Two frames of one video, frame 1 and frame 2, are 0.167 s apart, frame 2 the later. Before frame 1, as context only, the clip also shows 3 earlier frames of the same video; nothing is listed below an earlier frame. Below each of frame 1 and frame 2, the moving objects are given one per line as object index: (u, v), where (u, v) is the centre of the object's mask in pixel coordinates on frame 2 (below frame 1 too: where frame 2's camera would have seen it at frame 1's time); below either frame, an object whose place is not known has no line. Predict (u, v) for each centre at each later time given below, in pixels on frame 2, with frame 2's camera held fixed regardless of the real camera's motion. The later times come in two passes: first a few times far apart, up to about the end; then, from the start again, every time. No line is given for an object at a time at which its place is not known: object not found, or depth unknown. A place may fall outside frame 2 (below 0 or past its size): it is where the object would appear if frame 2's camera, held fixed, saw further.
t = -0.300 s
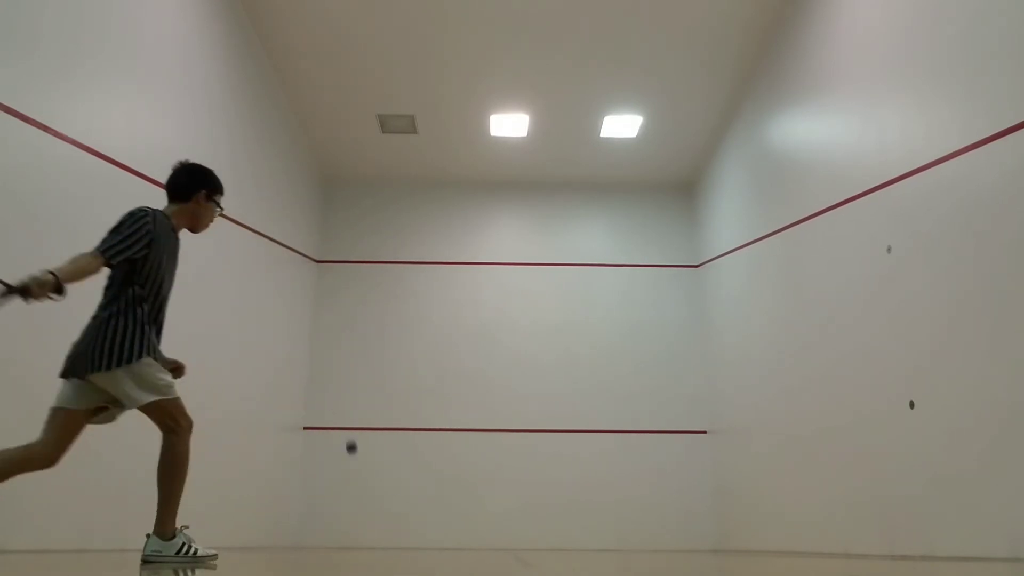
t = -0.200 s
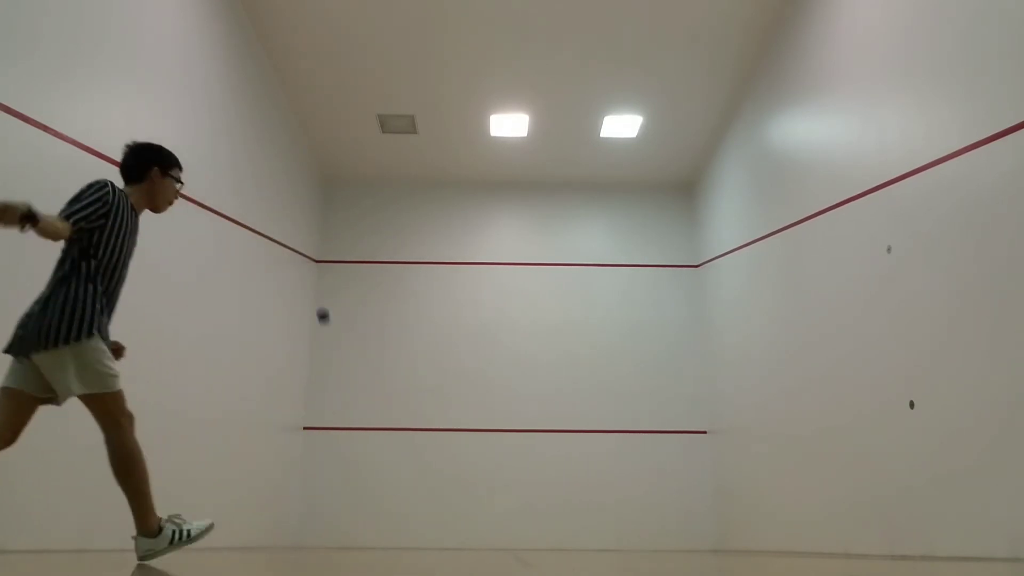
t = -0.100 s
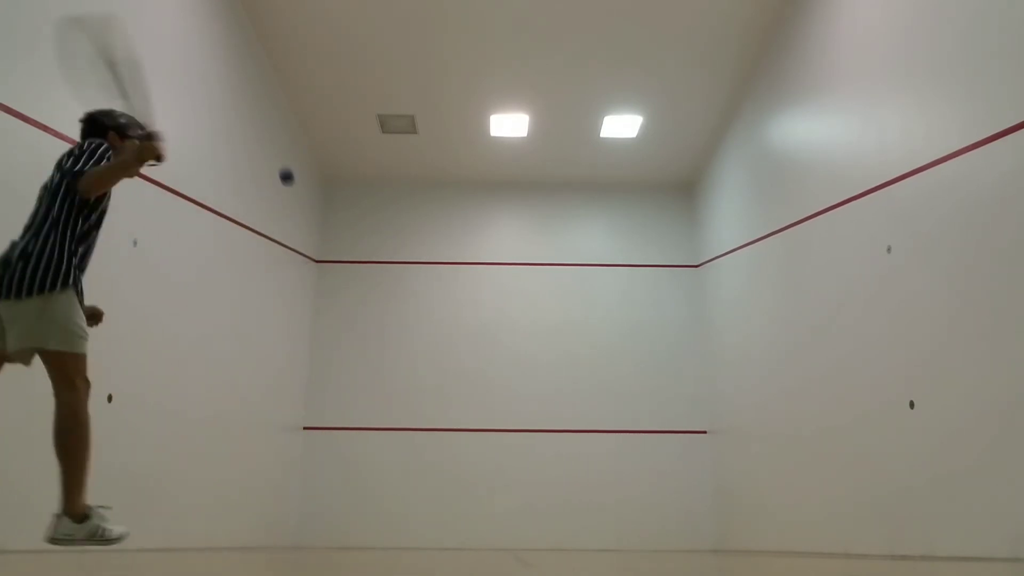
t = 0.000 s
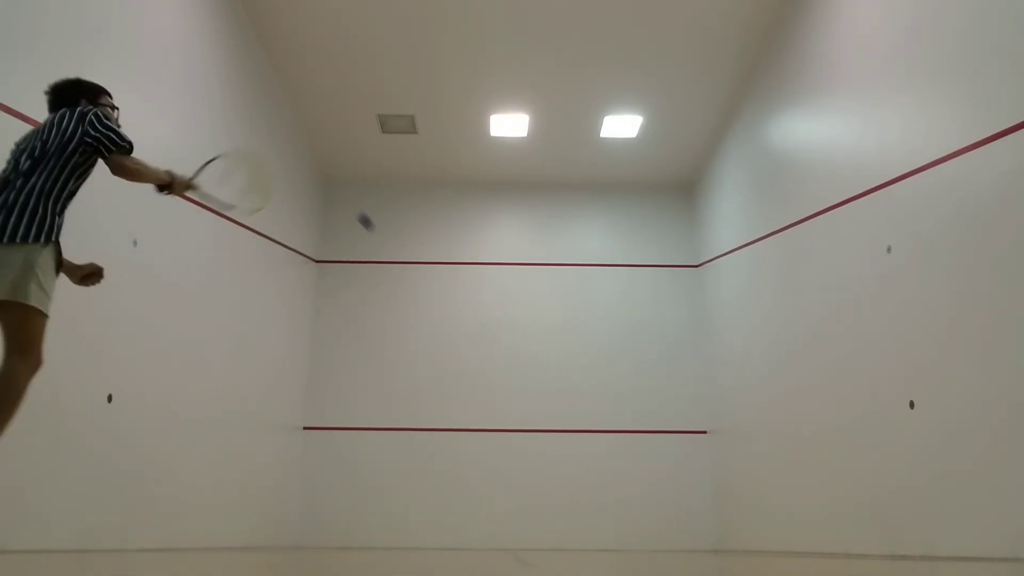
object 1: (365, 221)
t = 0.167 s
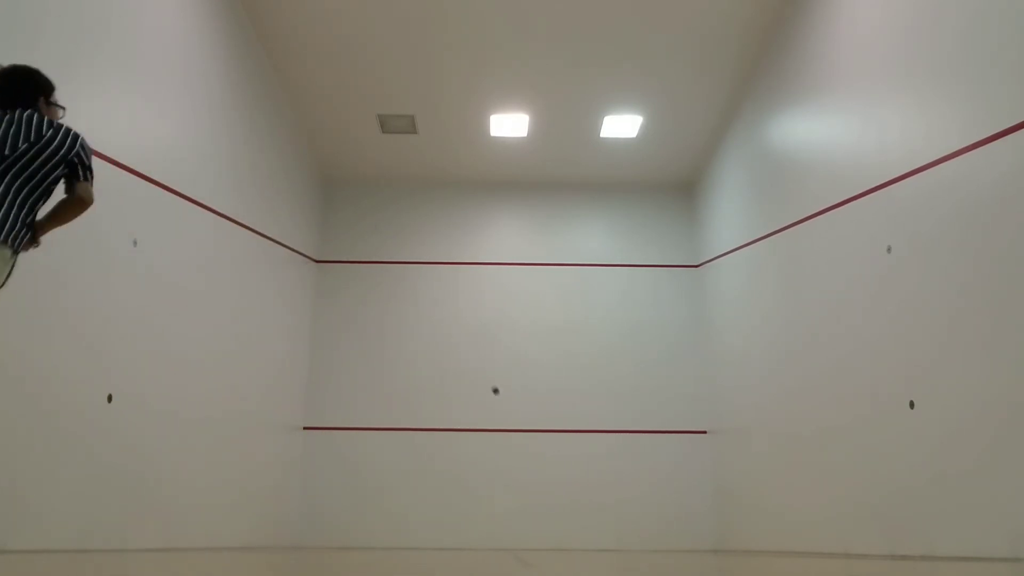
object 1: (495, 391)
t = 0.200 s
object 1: (510, 412)
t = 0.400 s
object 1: (567, 516)
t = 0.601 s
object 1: (588, 510)
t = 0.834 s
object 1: (610, 452)
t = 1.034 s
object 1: (637, 417)
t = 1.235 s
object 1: (673, 406)
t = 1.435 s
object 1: (722, 431)
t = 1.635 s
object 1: (798, 518)
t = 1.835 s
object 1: (847, 469)
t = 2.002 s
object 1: (878, 404)
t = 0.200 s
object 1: (510, 412)
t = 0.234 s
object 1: (522, 433)
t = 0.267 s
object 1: (533, 451)
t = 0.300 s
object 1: (543, 468)
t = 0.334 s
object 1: (551, 485)
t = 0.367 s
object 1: (560, 501)
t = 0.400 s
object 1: (567, 516)
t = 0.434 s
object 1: (574, 531)
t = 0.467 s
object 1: (581, 549)
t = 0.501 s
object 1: (584, 541)
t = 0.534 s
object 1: (585, 529)
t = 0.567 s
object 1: (587, 519)
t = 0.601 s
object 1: (588, 510)
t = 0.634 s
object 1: (590, 502)
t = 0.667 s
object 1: (591, 496)
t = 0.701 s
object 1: (595, 485)
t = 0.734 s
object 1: (599, 476)
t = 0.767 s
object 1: (602, 468)
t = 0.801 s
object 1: (606, 460)
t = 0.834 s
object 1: (610, 452)
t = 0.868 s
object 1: (614, 445)
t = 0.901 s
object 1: (618, 438)
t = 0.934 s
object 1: (621, 432)
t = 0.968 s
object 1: (627, 426)
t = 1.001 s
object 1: (632, 421)
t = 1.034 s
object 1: (637, 417)
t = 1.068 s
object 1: (642, 413)
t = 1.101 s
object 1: (648, 410)
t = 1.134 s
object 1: (654, 408)
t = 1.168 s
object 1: (659, 406)
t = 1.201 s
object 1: (666, 406)
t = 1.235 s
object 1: (673, 406)
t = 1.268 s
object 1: (679, 407)
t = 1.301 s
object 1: (687, 410)
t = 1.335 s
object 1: (695, 413)
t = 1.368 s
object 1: (703, 418)
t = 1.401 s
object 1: (712, 424)
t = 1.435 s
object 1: (722, 431)
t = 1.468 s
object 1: (732, 440)
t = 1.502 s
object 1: (743, 451)
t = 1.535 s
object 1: (755, 464)
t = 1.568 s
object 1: (768, 479)
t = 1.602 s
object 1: (783, 497)
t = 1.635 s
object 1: (798, 518)
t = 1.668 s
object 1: (816, 542)
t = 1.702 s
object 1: (826, 544)
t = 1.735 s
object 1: (831, 523)
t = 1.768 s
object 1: (836, 504)
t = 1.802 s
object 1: (841, 486)
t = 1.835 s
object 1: (847, 469)
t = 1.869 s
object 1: (852, 454)
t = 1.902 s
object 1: (858, 439)
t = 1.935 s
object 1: (865, 426)
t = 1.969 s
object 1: (871, 415)
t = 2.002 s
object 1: (878, 404)
